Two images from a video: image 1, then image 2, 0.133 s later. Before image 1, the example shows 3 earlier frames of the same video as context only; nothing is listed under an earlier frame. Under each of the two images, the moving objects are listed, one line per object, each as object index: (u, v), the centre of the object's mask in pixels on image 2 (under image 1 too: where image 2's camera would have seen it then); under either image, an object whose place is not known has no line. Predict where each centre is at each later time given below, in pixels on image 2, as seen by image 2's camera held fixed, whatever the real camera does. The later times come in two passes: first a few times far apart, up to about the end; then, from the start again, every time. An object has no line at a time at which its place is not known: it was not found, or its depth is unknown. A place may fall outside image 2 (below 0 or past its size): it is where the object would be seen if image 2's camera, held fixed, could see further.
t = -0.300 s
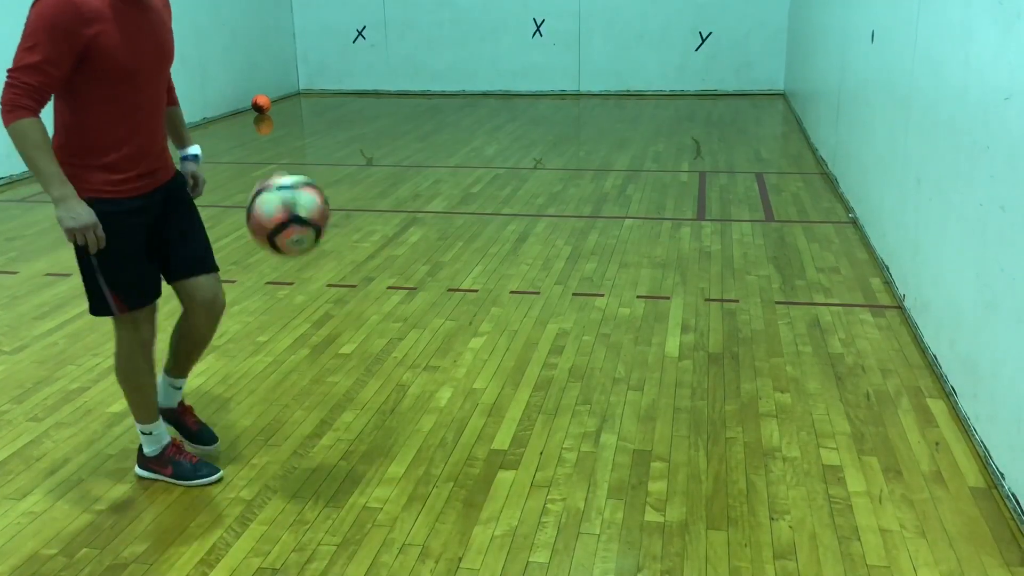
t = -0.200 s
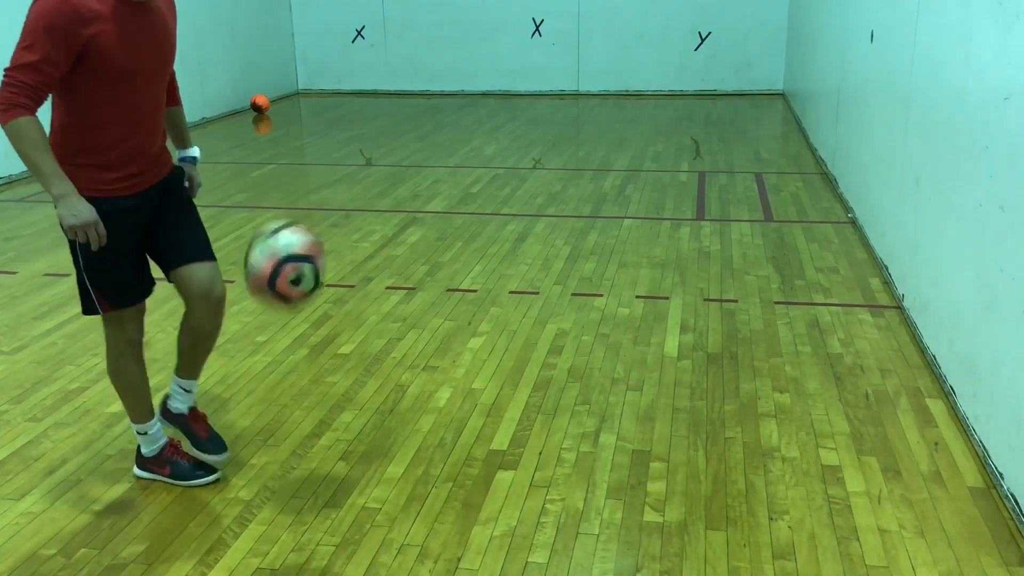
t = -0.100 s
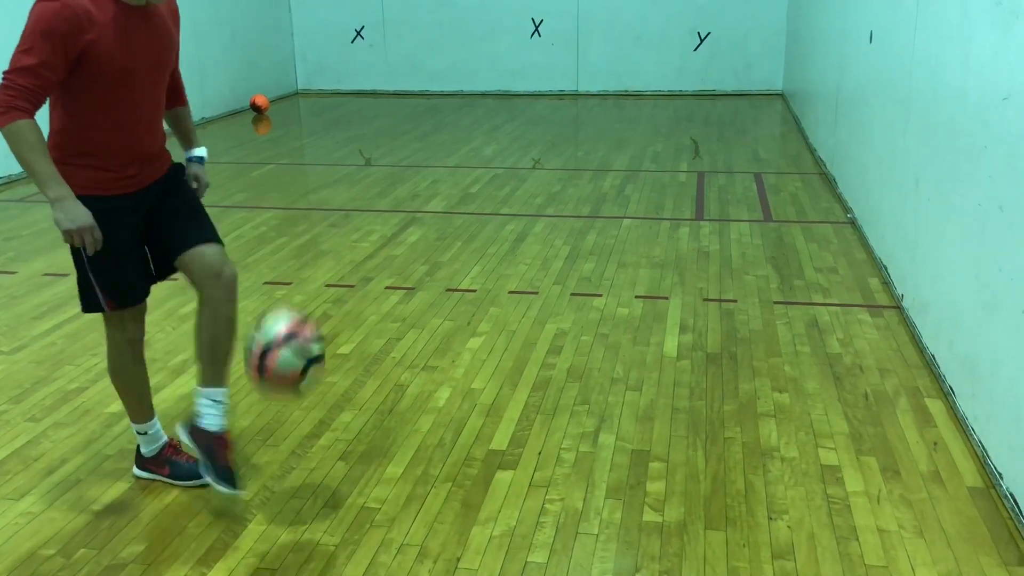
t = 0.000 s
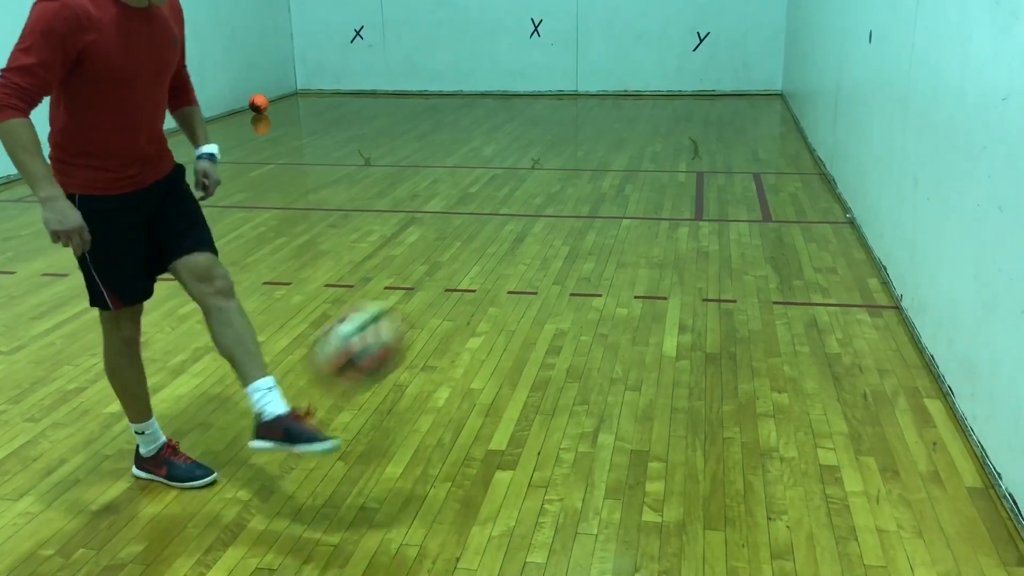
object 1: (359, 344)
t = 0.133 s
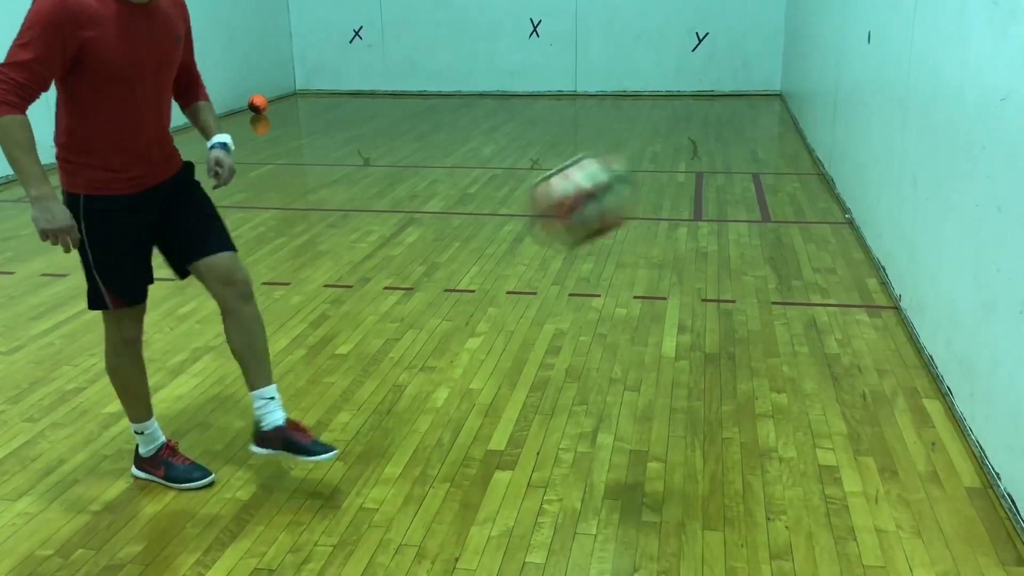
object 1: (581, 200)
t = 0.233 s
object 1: (771, 120)
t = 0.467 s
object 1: (896, 70)
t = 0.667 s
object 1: (600, 175)
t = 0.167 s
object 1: (642, 170)
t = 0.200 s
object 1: (703, 144)
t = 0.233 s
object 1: (771, 120)
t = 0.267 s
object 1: (840, 99)
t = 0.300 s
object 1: (904, 84)
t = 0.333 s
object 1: (968, 74)
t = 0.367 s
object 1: (1002, 69)
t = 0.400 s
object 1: (990, 65)
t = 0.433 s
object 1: (954, 65)
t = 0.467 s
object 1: (896, 70)
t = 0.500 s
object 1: (839, 79)
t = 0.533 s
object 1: (789, 92)
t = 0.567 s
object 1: (737, 109)
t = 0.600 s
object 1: (687, 128)
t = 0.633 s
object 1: (641, 150)
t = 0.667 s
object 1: (600, 175)
